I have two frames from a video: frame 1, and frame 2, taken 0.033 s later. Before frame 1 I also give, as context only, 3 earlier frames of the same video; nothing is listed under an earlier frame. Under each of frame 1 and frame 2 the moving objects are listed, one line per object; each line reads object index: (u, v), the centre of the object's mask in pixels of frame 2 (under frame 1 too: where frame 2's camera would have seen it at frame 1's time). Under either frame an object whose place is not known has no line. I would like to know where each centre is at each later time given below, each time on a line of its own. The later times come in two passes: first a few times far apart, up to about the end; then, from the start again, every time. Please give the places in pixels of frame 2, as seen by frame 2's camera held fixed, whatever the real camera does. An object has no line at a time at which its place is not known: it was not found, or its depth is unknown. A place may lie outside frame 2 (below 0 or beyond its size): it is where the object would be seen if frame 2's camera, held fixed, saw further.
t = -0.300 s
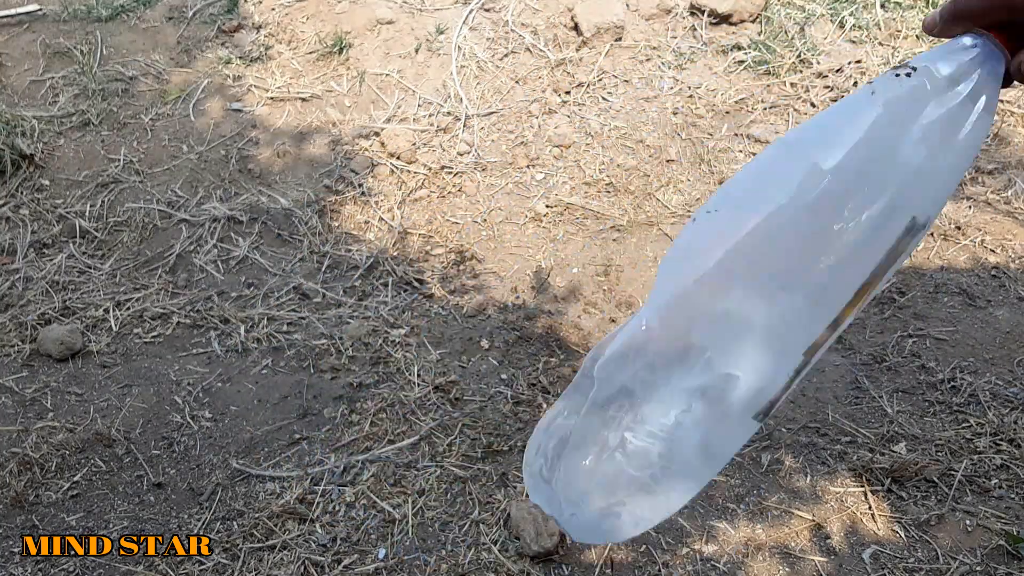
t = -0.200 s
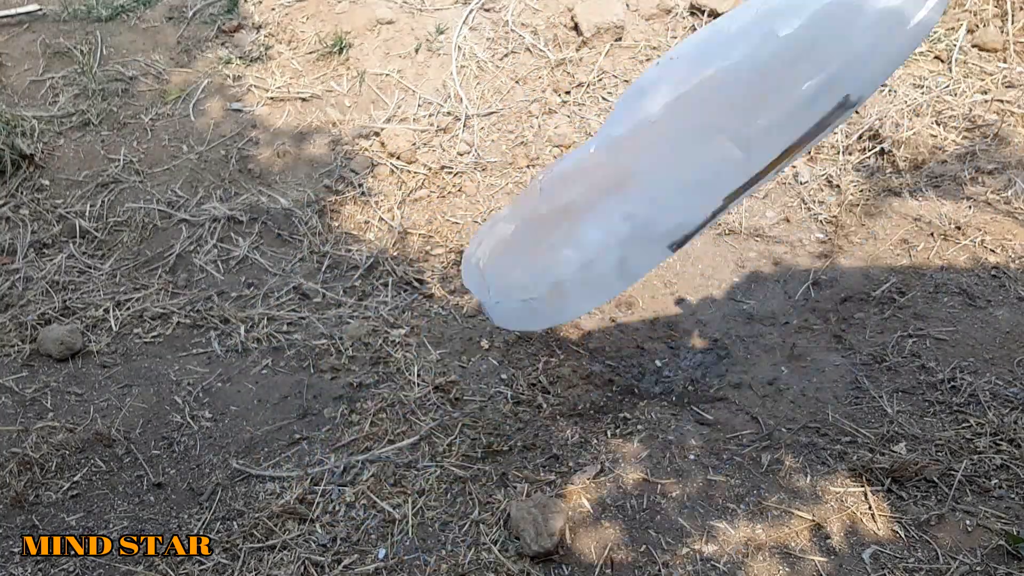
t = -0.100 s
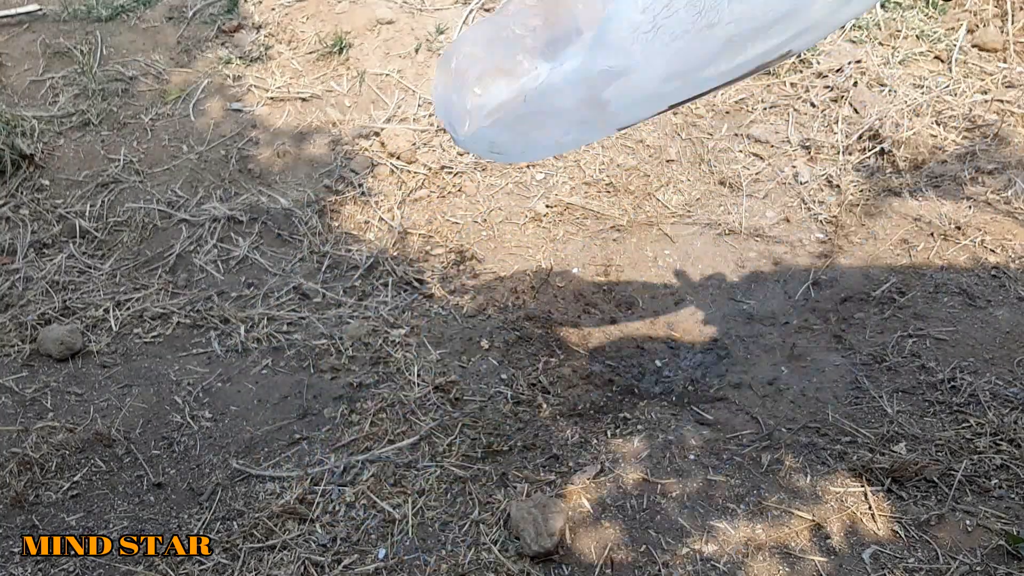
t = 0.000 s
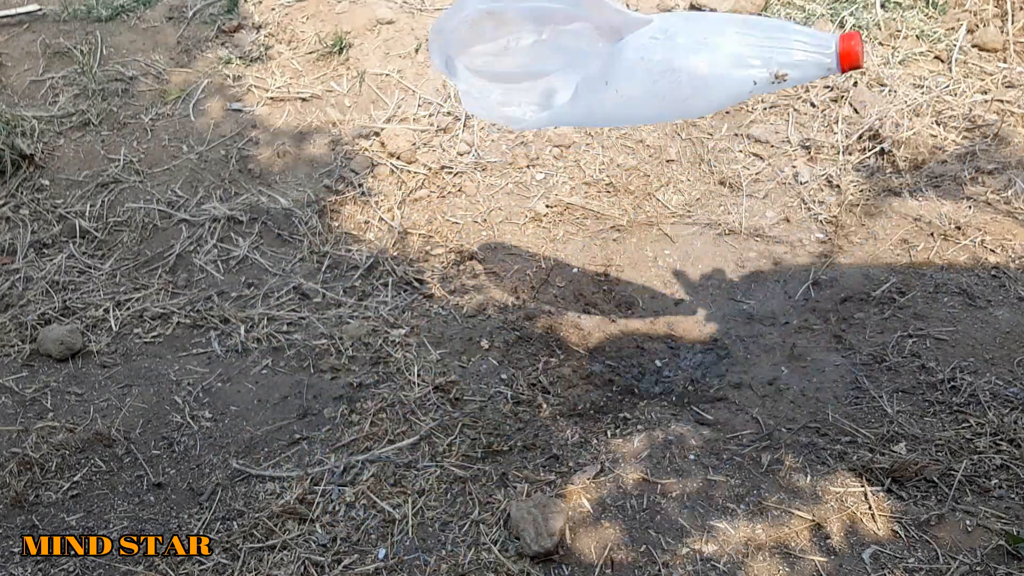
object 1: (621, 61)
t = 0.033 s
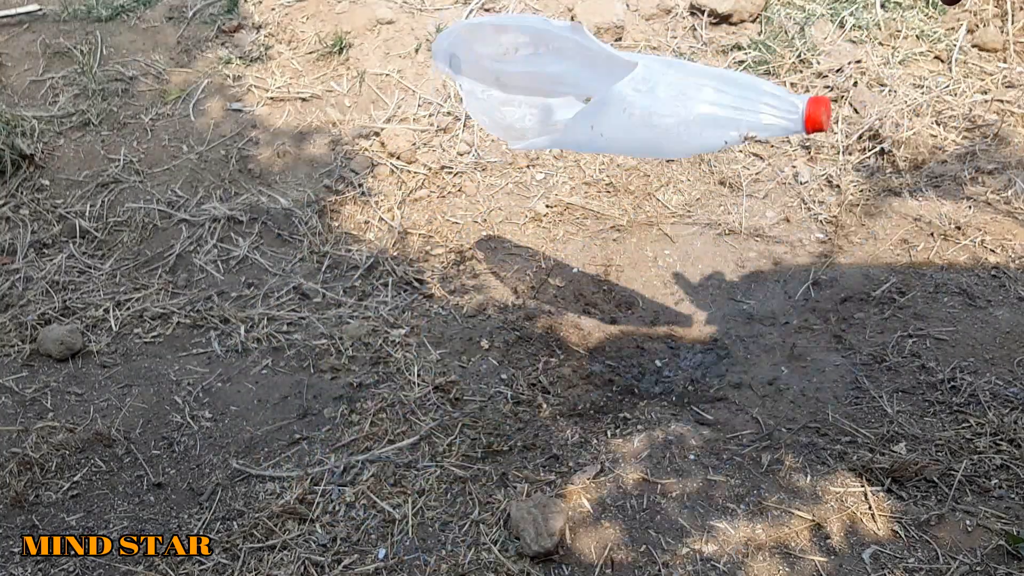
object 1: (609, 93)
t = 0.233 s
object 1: (570, 300)
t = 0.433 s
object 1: (575, 273)
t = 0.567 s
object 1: (584, 298)
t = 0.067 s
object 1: (602, 132)
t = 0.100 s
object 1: (596, 173)
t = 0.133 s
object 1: (588, 209)
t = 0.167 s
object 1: (580, 244)
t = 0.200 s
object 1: (572, 280)
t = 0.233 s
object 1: (570, 300)
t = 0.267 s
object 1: (571, 317)
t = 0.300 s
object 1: (577, 305)
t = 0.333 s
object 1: (579, 293)
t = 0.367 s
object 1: (576, 282)
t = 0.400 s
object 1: (574, 275)
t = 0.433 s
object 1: (575, 273)
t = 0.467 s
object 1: (577, 276)
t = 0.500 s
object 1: (578, 282)
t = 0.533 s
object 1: (580, 293)
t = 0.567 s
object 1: (584, 298)
